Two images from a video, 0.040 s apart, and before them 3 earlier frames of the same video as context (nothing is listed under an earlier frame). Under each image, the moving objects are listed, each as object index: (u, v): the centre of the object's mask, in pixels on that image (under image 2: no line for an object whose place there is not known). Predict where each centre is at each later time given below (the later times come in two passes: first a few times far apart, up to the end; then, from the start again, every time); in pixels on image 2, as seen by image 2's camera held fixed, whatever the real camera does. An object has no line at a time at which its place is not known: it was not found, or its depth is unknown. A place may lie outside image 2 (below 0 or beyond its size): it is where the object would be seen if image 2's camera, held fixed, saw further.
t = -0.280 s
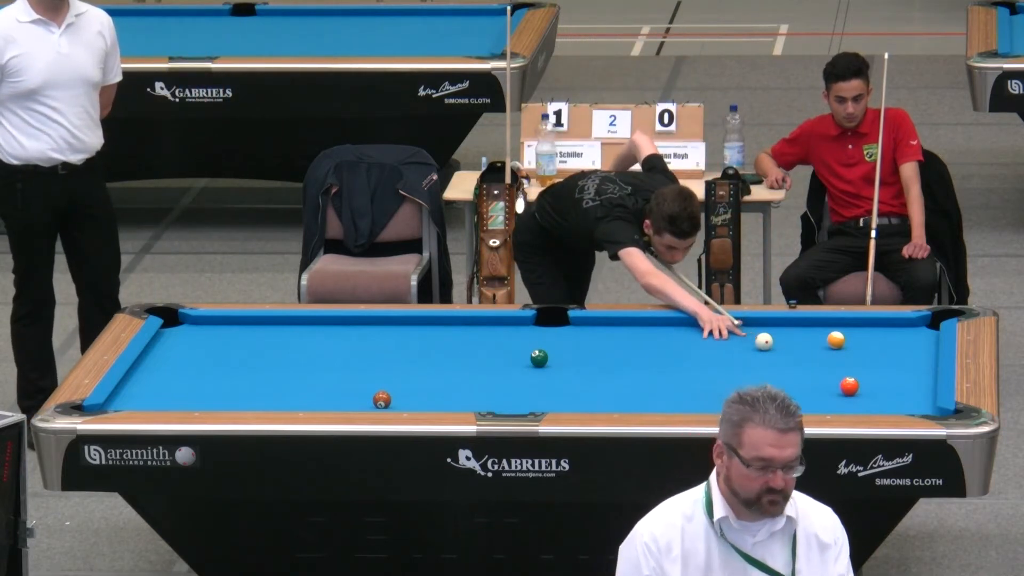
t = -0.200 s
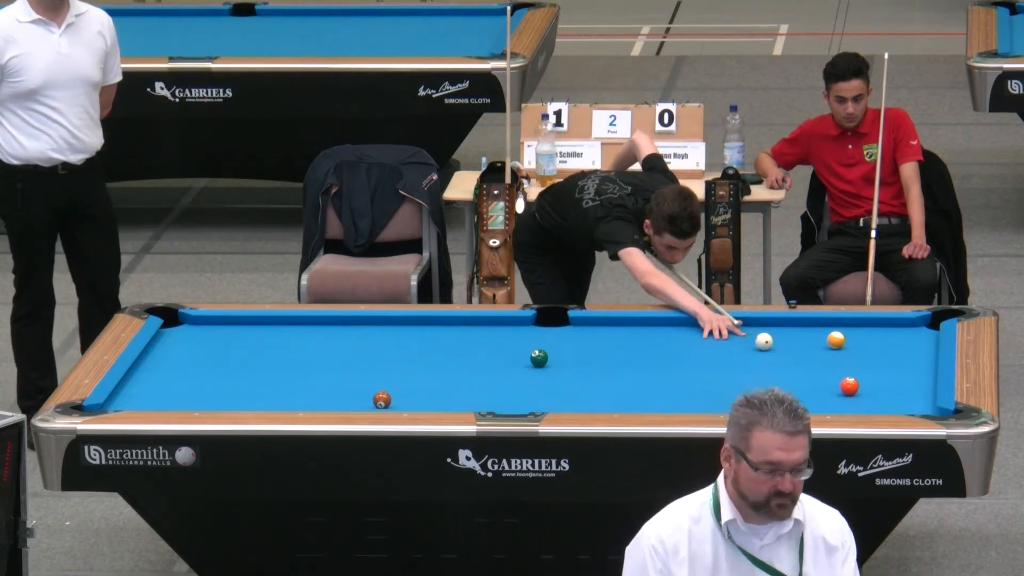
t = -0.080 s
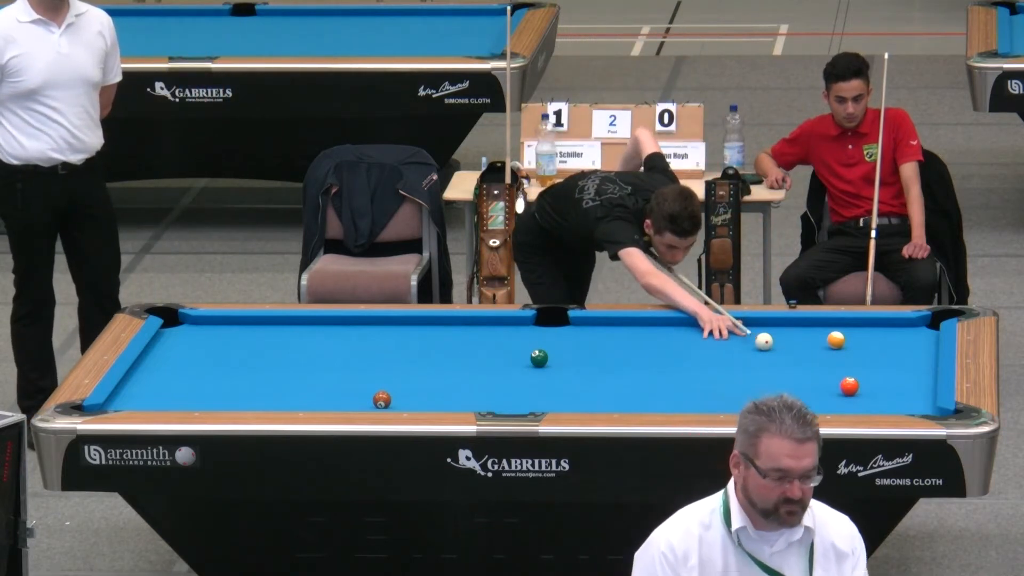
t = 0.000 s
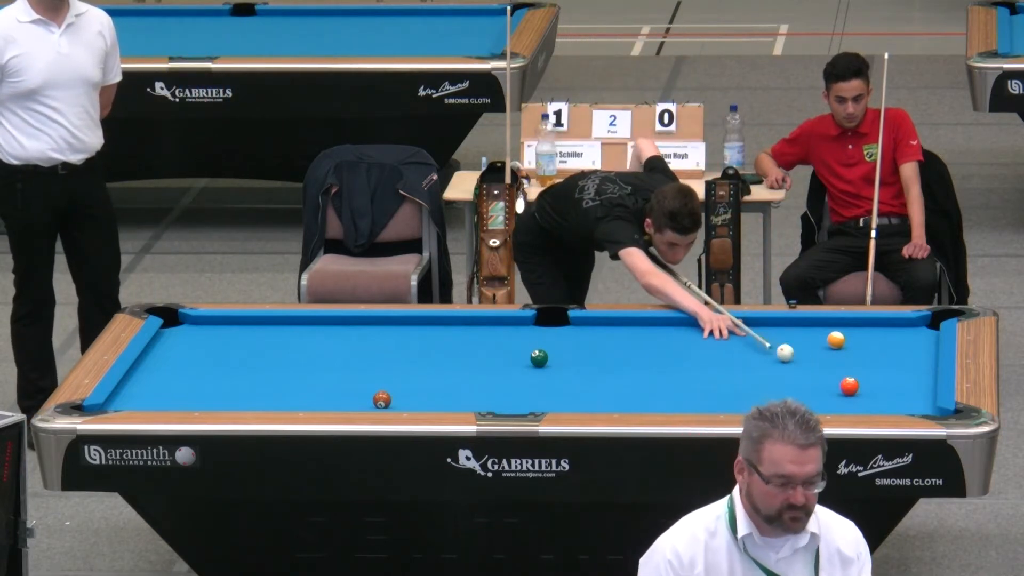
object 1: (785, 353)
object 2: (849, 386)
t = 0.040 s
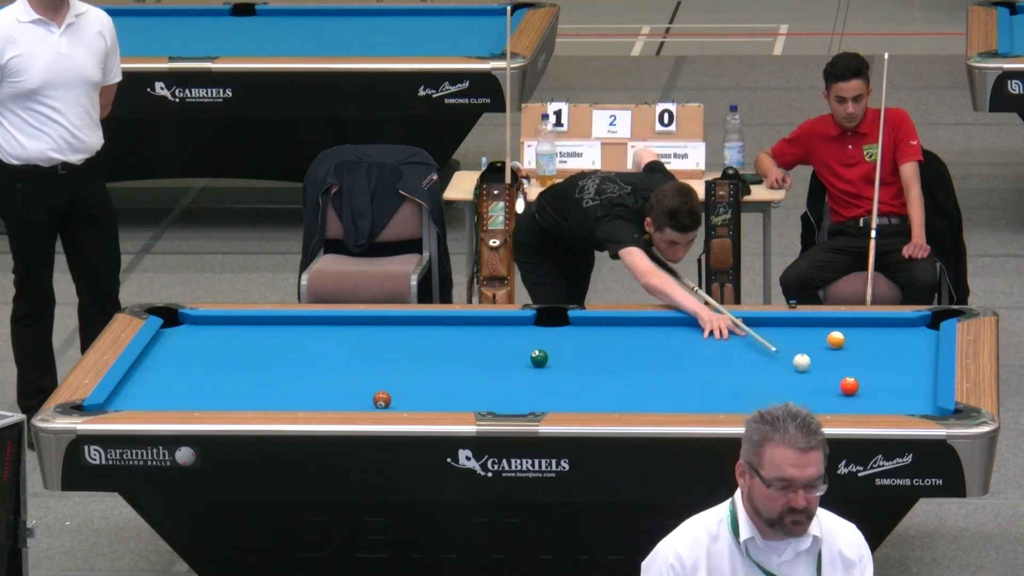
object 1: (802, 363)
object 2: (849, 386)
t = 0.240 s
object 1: (821, 387)
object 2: (915, 405)
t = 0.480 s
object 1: (790, 393)
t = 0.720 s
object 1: (760, 400)
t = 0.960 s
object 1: (731, 404)
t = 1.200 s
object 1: (703, 407)
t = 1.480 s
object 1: (671, 404)
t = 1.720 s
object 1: (646, 402)
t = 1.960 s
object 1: (622, 400)
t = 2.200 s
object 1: (600, 398)
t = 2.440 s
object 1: (579, 395)
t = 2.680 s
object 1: (559, 392)
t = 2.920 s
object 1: (541, 391)
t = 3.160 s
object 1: (525, 388)
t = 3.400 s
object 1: (509, 387)
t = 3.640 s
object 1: (495, 385)
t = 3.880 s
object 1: (483, 383)
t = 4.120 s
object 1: (471, 382)
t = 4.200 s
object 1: (468, 381)
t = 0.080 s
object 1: (818, 372)
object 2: (849, 386)
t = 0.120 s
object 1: (834, 381)
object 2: (849, 386)
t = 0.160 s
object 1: (832, 384)
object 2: (868, 392)
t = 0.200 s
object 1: (826, 386)
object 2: (892, 400)
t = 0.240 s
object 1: (821, 387)
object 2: (915, 405)
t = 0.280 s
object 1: (815, 388)
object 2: (938, 411)
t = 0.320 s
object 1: (810, 389)
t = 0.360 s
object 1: (805, 390)
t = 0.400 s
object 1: (800, 391)
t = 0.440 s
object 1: (795, 392)
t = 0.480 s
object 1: (790, 393)
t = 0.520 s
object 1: (785, 395)
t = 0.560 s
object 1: (780, 396)
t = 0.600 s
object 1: (775, 397)
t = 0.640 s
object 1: (770, 398)
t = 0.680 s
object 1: (765, 399)
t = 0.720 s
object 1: (760, 400)
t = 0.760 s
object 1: (755, 401)
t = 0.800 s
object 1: (750, 401)
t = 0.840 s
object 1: (746, 402)
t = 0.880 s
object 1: (741, 403)
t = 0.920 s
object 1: (736, 403)
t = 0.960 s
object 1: (731, 404)
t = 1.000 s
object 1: (727, 405)
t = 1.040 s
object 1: (722, 405)
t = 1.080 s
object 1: (718, 406)
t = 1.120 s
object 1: (713, 407)
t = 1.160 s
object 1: (708, 407)
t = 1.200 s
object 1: (703, 407)
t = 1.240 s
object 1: (699, 407)
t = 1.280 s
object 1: (694, 406)
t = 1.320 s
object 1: (690, 406)
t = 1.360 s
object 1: (685, 405)
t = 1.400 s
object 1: (680, 405)
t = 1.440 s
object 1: (676, 405)
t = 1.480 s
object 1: (671, 404)
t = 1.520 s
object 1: (667, 404)
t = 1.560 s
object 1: (663, 403)
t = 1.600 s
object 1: (659, 403)
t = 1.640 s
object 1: (654, 403)
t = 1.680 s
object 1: (650, 402)
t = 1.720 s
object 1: (646, 402)
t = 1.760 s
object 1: (642, 401)
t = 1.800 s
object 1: (638, 401)
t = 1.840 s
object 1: (634, 401)
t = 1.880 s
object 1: (630, 401)
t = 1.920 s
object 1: (626, 401)
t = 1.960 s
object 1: (622, 400)
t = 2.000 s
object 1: (618, 400)
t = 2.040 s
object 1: (614, 400)
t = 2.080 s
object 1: (611, 399)
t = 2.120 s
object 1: (607, 399)
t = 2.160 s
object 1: (603, 398)
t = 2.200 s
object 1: (600, 398)
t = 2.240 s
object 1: (596, 397)
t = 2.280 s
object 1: (592, 397)
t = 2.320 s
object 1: (589, 397)
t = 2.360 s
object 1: (586, 396)
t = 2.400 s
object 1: (582, 395)
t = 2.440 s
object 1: (579, 395)
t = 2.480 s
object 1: (575, 395)
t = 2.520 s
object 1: (572, 394)
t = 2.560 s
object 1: (569, 394)
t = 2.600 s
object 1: (566, 393)
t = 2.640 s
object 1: (562, 393)
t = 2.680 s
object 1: (559, 392)
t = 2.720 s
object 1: (556, 392)
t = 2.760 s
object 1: (553, 392)
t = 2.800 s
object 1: (550, 391)
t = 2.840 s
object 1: (547, 391)
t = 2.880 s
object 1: (544, 391)
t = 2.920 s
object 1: (541, 391)
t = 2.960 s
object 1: (538, 390)
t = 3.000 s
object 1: (535, 390)
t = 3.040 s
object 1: (533, 390)
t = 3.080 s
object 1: (530, 389)
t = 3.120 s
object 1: (528, 389)
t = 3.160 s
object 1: (525, 388)
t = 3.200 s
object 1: (522, 388)
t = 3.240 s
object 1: (519, 388)
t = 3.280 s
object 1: (517, 387)
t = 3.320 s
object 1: (514, 387)
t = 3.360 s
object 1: (512, 387)
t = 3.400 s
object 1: (509, 387)
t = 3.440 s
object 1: (507, 386)
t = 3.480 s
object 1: (505, 386)
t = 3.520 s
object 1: (502, 386)
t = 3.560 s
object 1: (500, 385)
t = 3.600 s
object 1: (498, 385)
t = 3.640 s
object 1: (495, 385)
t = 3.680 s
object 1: (493, 385)
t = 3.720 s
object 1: (491, 384)
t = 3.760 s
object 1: (489, 384)
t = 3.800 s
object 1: (487, 384)
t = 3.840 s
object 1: (484, 383)
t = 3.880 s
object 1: (483, 383)
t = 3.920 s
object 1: (481, 383)
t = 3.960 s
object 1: (479, 383)
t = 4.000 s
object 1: (477, 382)
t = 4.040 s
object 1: (475, 382)
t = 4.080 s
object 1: (473, 382)
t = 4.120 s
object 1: (471, 382)
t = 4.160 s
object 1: (469, 382)
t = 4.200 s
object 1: (468, 381)
